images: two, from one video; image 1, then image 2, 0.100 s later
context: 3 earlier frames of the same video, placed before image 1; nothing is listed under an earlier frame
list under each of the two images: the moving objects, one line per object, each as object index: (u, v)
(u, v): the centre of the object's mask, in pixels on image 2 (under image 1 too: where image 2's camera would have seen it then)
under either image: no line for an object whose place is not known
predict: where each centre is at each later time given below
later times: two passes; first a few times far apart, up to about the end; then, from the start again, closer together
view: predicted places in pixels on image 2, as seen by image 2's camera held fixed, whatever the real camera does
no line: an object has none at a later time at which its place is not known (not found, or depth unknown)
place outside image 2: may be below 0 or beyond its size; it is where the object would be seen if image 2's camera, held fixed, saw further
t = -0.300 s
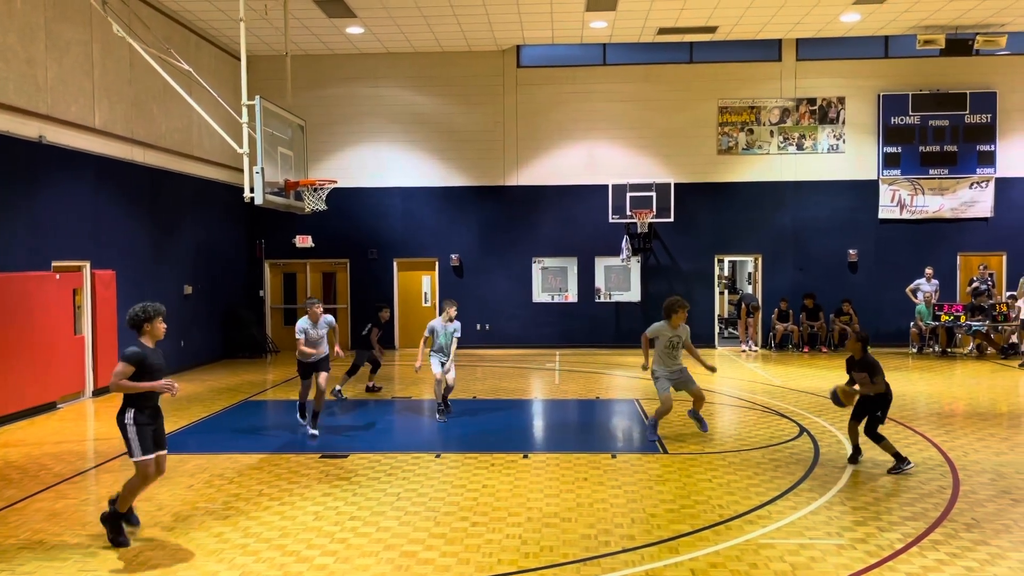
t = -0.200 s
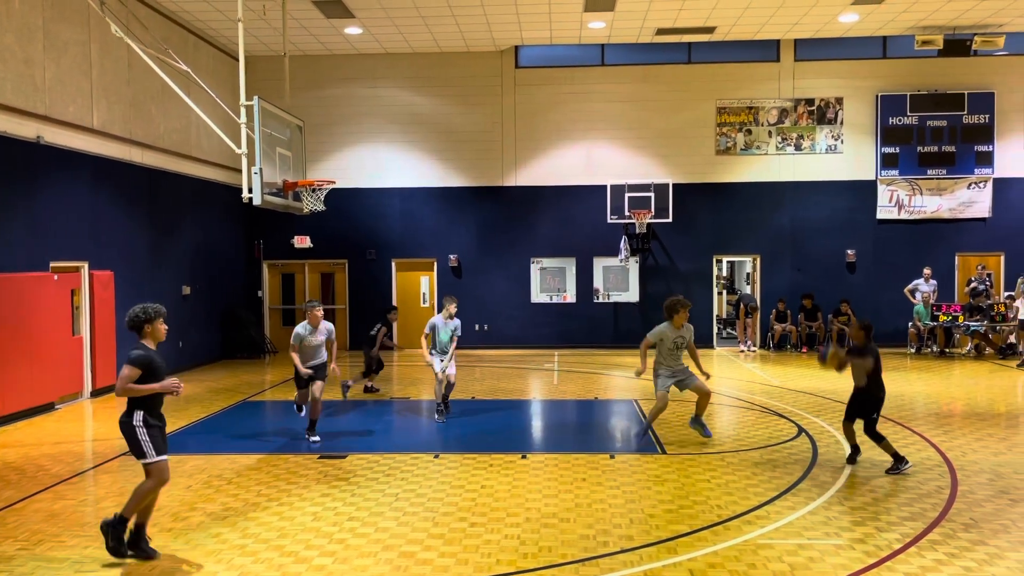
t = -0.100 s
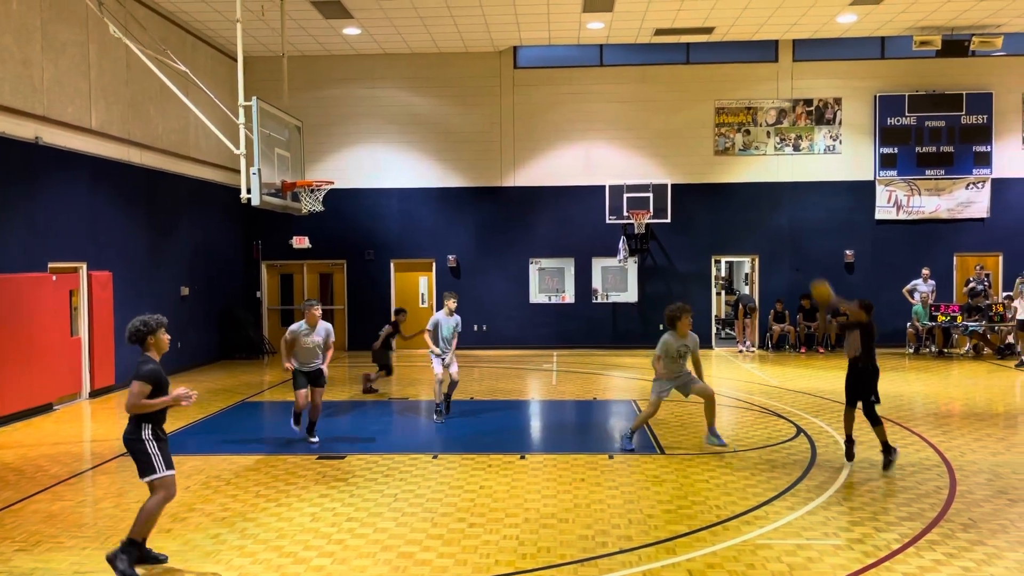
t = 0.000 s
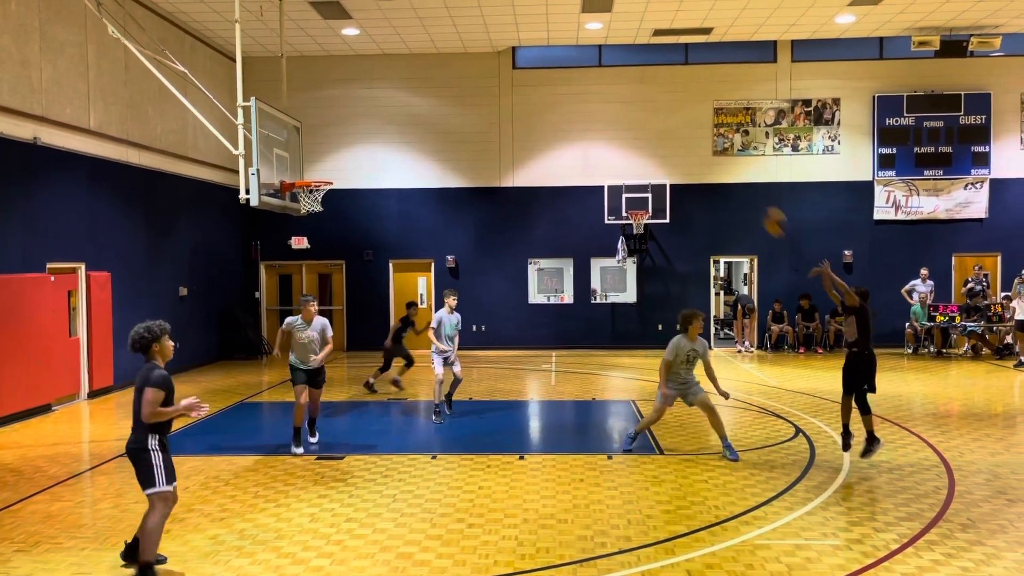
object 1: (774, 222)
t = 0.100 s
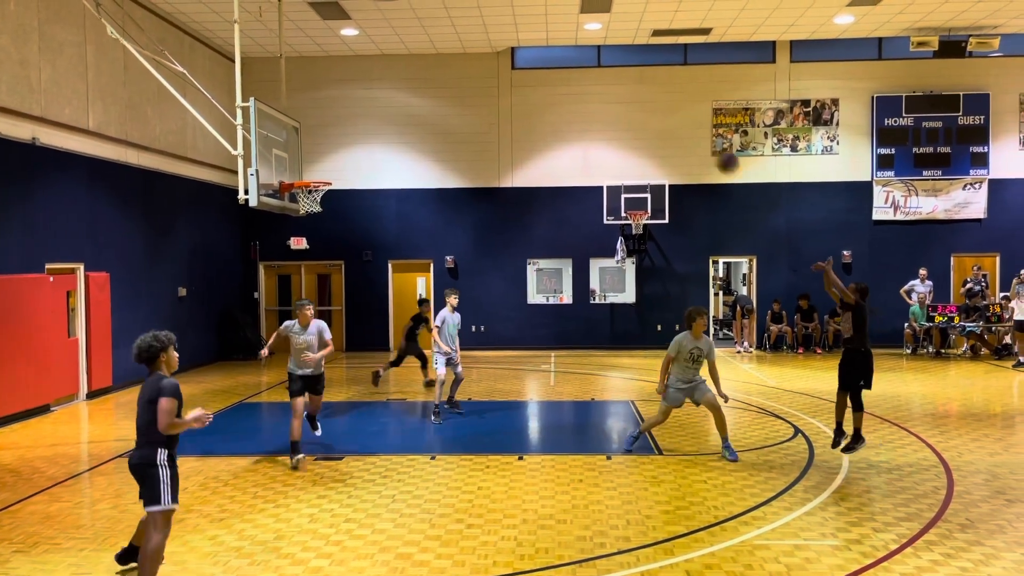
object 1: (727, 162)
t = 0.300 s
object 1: (642, 77)
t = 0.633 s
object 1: (517, 27)
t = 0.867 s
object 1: (440, 50)
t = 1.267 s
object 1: (330, 176)
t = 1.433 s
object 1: (312, 145)
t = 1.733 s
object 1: (319, 135)
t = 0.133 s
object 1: (714, 145)
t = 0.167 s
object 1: (697, 128)
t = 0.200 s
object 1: (683, 114)
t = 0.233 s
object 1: (670, 102)
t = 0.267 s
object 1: (654, 88)
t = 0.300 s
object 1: (642, 77)
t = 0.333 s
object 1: (628, 66)
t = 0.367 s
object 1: (615, 57)
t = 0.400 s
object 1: (602, 50)
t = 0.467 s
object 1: (577, 38)
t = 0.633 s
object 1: (517, 27)
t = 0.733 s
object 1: (483, 32)
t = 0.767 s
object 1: (472, 35)
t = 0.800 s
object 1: (461, 39)
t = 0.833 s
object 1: (450, 43)
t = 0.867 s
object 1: (440, 50)
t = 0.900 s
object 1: (430, 56)
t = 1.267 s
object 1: (330, 176)
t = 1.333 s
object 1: (323, 161)
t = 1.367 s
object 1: (319, 155)
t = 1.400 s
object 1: (316, 149)
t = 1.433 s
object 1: (312, 145)
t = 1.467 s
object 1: (309, 141)
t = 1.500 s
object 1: (306, 138)
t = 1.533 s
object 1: (303, 136)
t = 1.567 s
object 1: (300, 135)
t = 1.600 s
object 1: (303, 133)
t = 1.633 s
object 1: (306, 132)
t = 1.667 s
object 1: (311, 132)
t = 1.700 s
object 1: (315, 133)
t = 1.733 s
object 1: (319, 135)
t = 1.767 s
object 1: (323, 137)
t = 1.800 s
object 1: (327, 140)
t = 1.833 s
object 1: (331, 144)
